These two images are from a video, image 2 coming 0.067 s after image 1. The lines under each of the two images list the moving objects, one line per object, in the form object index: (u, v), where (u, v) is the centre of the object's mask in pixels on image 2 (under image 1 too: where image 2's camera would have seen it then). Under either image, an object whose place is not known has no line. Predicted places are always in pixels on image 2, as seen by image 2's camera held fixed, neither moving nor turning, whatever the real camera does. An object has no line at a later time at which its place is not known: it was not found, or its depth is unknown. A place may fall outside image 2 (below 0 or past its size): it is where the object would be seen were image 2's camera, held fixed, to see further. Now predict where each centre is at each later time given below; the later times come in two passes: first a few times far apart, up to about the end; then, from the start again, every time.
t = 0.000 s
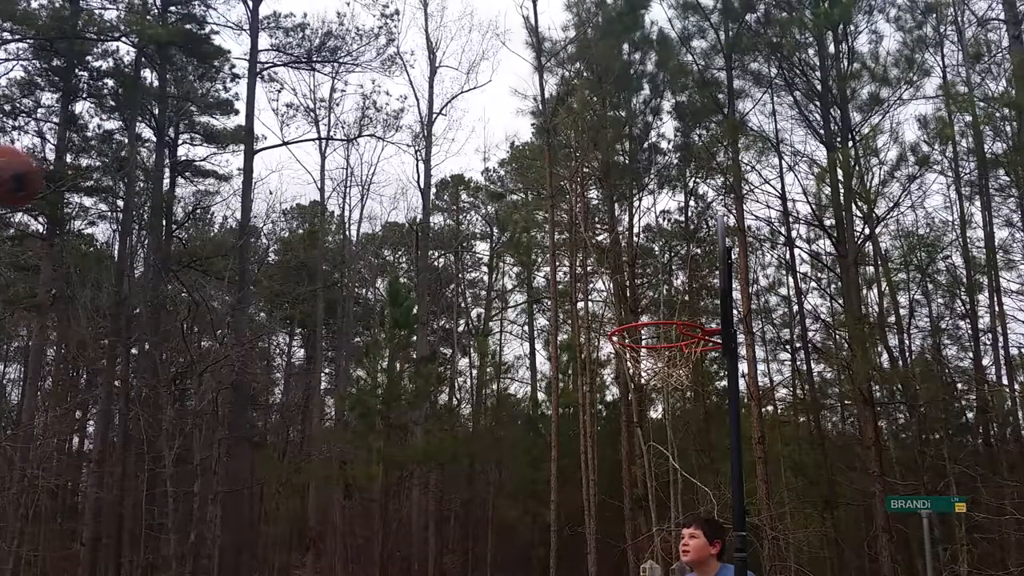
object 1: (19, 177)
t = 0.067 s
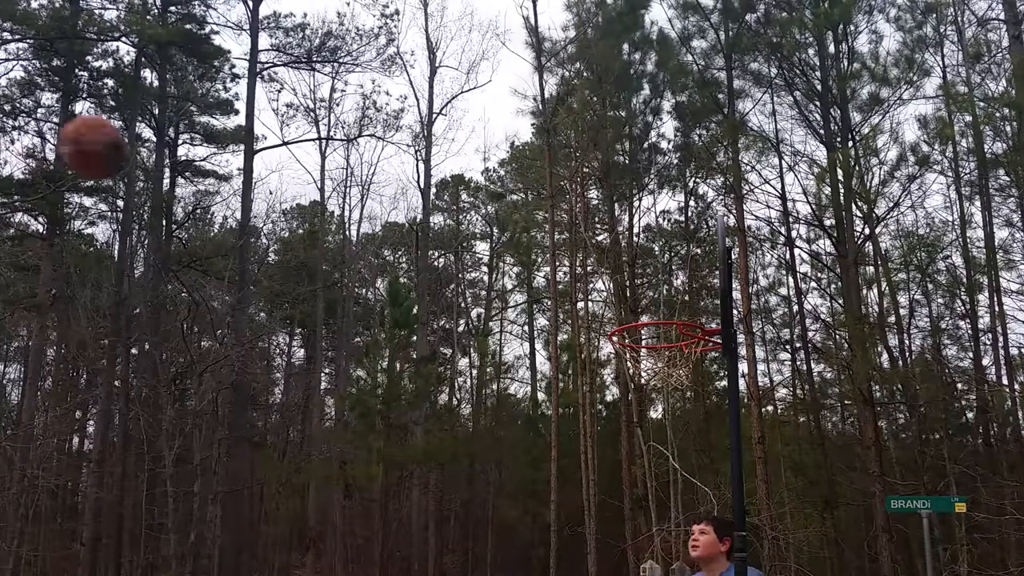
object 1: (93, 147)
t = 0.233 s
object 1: (296, 127)
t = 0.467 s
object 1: (532, 202)
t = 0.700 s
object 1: (698, 303)
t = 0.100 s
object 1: (135, 136)
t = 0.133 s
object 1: (178, 129)
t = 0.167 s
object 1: (218, 126)
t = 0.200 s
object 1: (258, 125)
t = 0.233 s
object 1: (296, 127)
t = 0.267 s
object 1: (333, 131)
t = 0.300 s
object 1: (368, 137)
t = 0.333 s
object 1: (402, 146)
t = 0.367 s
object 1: (436, 157)
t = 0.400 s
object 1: (470, 171)
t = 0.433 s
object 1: (502, 186)
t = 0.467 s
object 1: (532, 202)
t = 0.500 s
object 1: (563, 222)
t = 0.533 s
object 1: (595, 245)
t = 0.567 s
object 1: (624, 269)
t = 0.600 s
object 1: (656, 295)
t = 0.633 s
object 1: (683, 318)
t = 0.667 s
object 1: (697, 310)
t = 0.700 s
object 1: (698, 303)
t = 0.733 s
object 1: (699, 296)
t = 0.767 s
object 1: (703, 292)
